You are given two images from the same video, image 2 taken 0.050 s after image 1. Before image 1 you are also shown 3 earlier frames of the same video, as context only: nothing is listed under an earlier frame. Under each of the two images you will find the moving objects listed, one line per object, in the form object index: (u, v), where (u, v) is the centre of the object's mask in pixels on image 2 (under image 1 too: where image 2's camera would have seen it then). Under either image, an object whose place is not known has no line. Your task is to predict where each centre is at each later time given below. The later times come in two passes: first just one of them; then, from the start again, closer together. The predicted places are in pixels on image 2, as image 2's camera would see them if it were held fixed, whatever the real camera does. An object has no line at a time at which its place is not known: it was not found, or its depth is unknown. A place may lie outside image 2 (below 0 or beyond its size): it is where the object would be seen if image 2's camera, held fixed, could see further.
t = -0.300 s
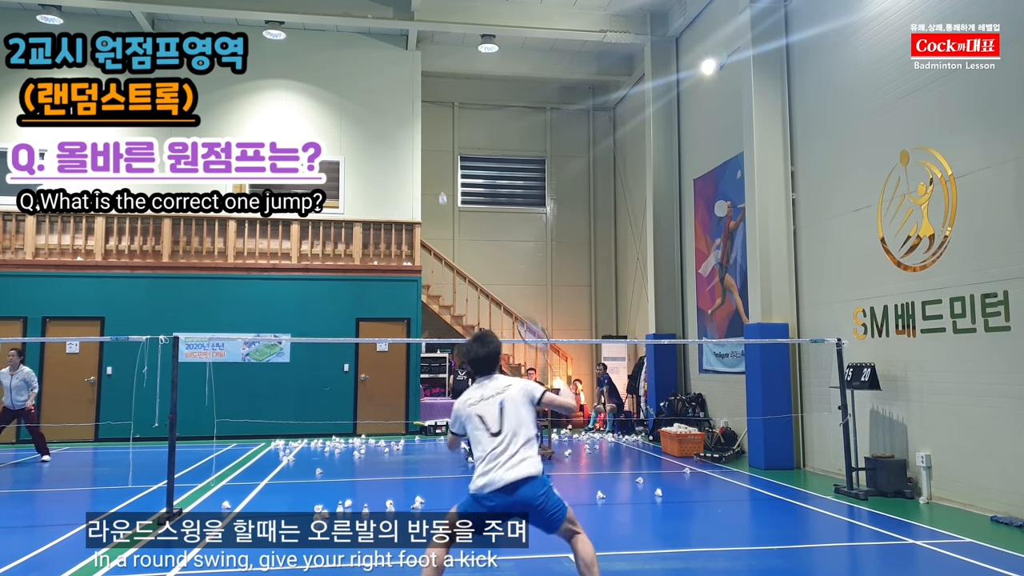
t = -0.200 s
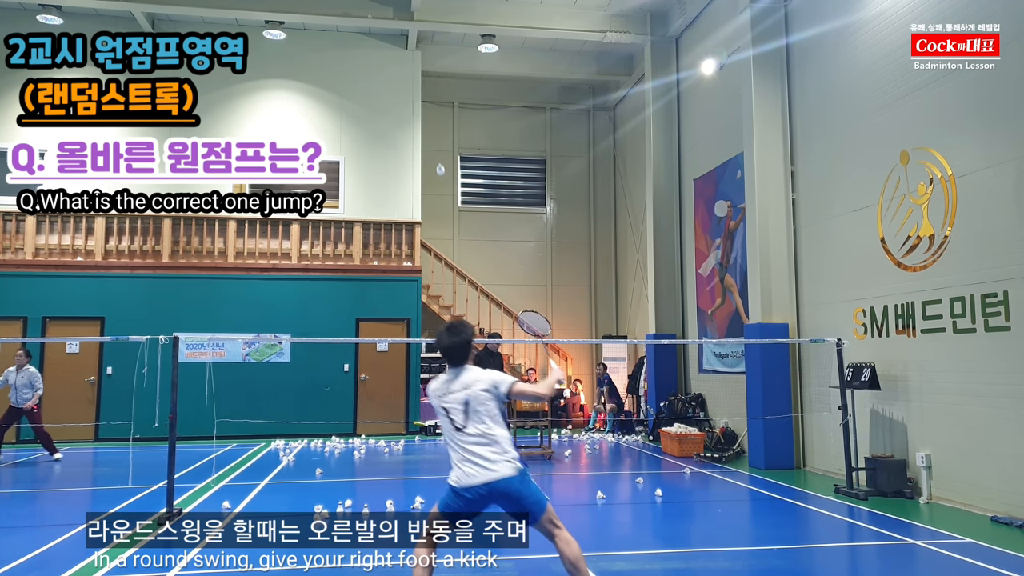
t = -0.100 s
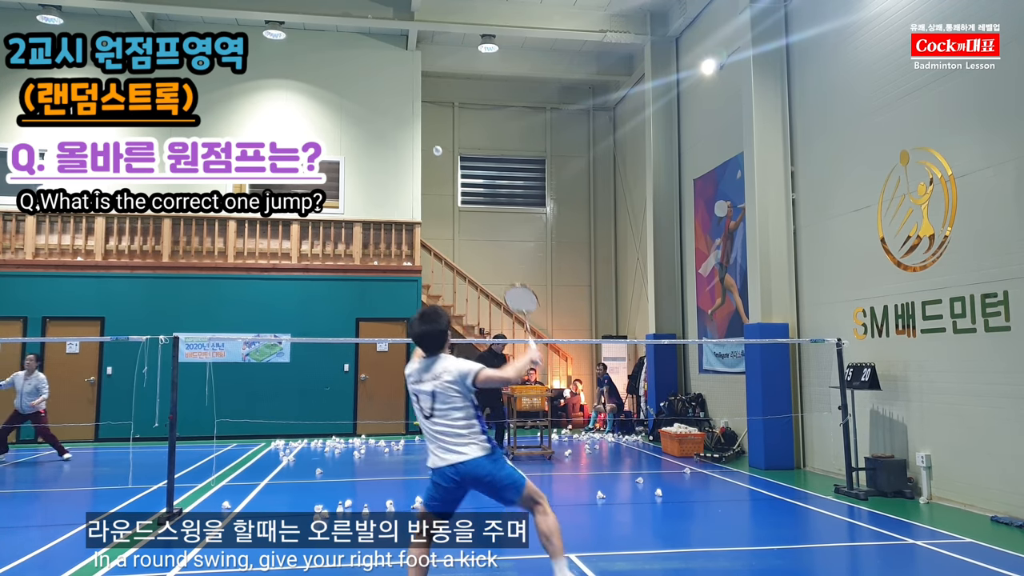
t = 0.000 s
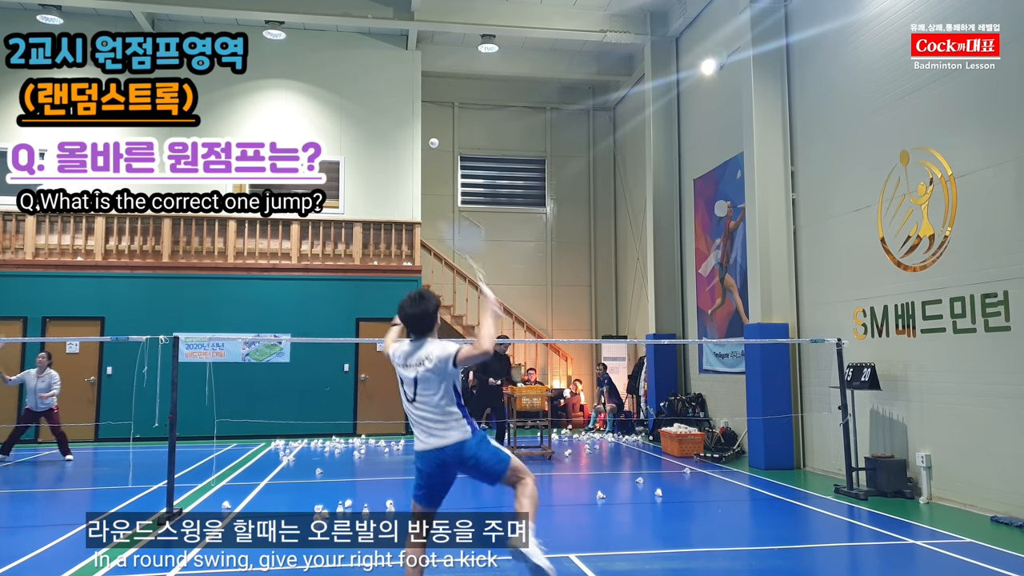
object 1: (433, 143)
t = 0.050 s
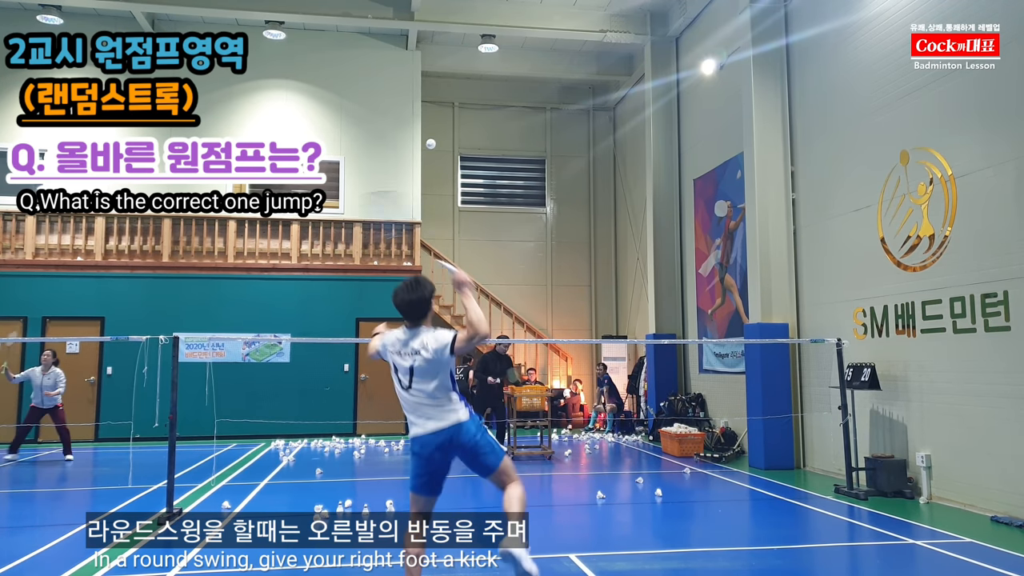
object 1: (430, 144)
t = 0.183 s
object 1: (422, 165)
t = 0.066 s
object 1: (429, 145)
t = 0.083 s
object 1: (429, 146)
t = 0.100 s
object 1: (428, 148)
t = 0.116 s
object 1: (427, 151)
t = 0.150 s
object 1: (425, 157)
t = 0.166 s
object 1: (423, 161)
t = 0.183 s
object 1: (422, 165)
